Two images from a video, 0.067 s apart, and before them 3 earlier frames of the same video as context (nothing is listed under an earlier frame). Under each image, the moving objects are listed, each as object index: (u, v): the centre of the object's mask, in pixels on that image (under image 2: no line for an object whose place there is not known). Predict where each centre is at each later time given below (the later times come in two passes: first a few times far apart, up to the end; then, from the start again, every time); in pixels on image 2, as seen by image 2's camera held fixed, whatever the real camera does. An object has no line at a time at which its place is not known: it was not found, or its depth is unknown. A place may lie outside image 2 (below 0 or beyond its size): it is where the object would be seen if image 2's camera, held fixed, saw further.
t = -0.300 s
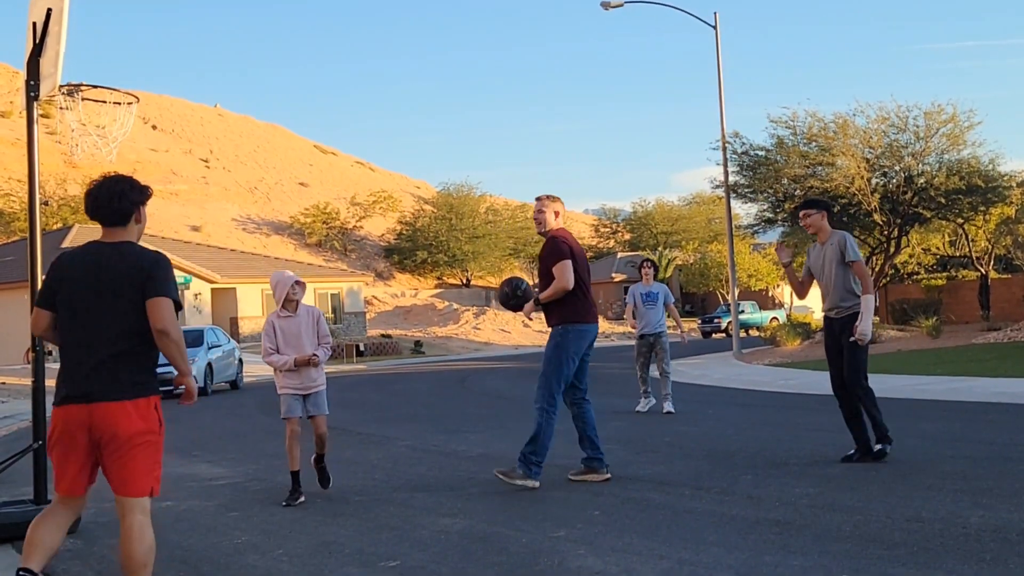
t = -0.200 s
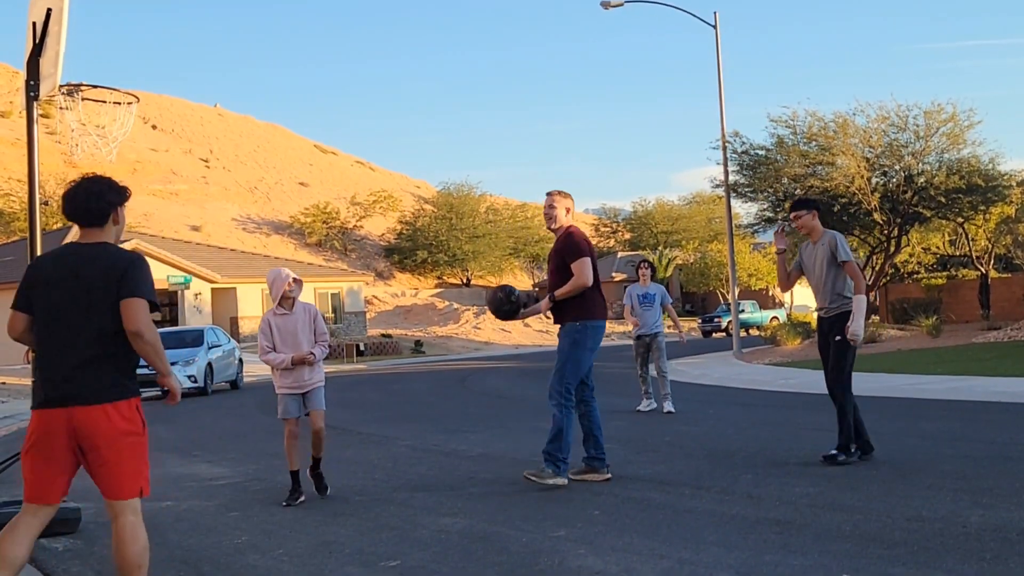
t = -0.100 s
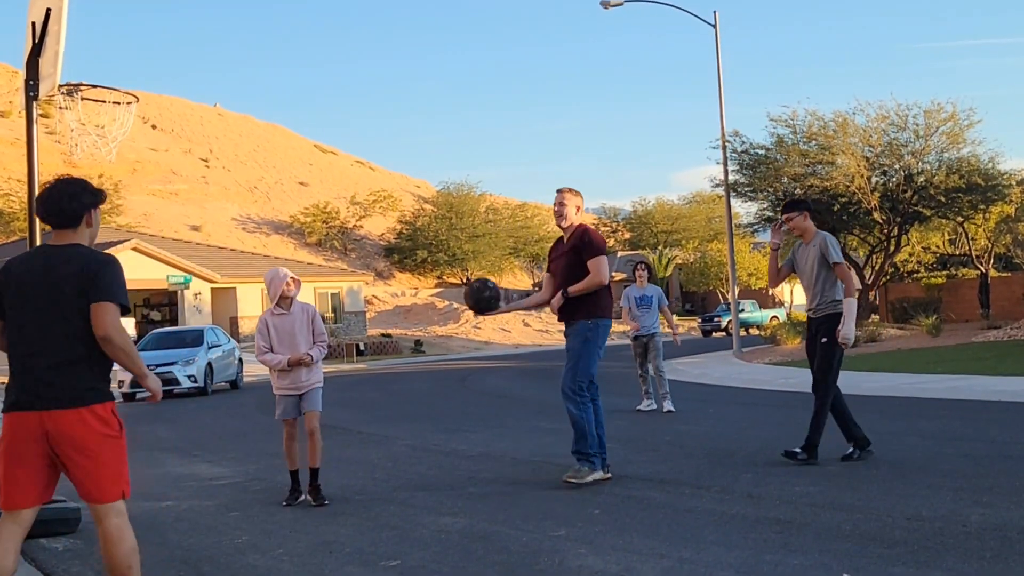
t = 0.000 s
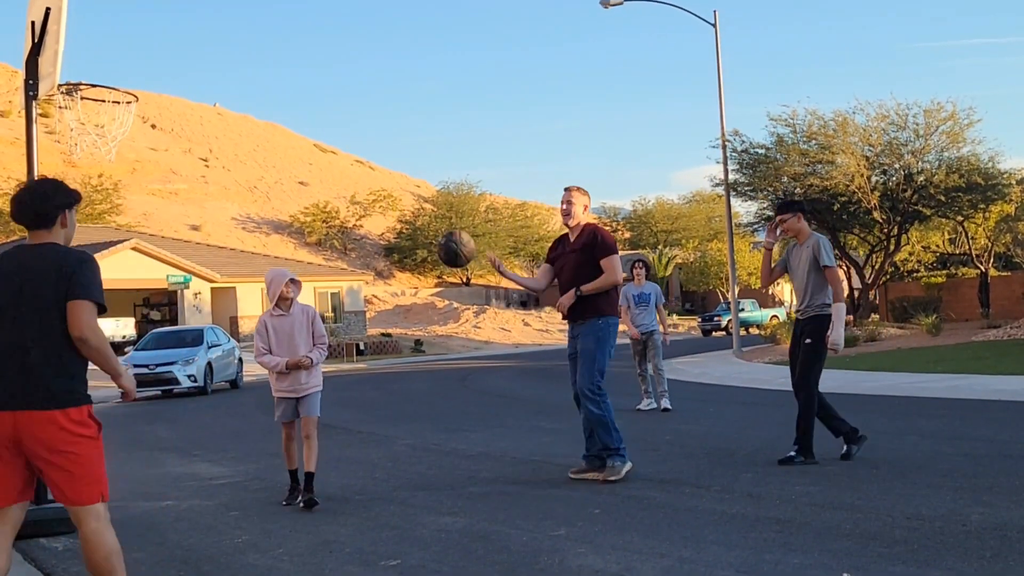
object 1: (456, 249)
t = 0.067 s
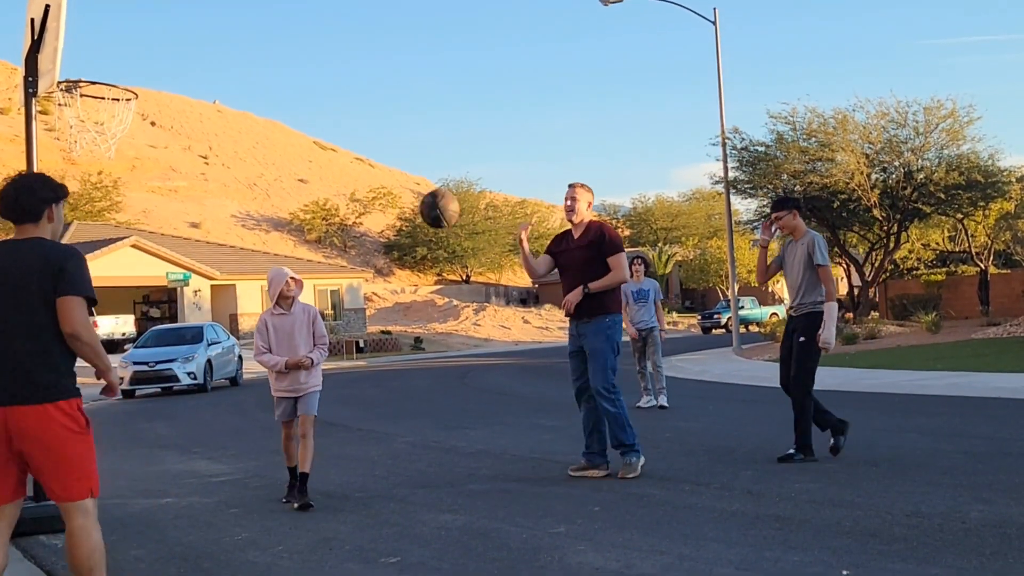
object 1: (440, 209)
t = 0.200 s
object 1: (404, 147)
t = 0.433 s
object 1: (333, 101)
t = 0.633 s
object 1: (260, 147)
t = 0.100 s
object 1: (431, 192)
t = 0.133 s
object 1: (422, 176)
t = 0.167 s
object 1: (413, 160)
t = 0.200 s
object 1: (404, 147)
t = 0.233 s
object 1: (394, 136)
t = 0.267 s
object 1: (384, 126)
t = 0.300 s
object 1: (374, 117)
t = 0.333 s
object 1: (364, 111)
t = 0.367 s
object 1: (354, 106)
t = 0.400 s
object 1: (344, 102)
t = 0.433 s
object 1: (333, 101)
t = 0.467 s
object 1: (322, 102)
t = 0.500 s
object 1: (310, 106)
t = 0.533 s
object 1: (298, 112)
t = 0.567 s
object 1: (286, 121)
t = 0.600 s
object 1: (273, 132)
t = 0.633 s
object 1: (260, 147)
